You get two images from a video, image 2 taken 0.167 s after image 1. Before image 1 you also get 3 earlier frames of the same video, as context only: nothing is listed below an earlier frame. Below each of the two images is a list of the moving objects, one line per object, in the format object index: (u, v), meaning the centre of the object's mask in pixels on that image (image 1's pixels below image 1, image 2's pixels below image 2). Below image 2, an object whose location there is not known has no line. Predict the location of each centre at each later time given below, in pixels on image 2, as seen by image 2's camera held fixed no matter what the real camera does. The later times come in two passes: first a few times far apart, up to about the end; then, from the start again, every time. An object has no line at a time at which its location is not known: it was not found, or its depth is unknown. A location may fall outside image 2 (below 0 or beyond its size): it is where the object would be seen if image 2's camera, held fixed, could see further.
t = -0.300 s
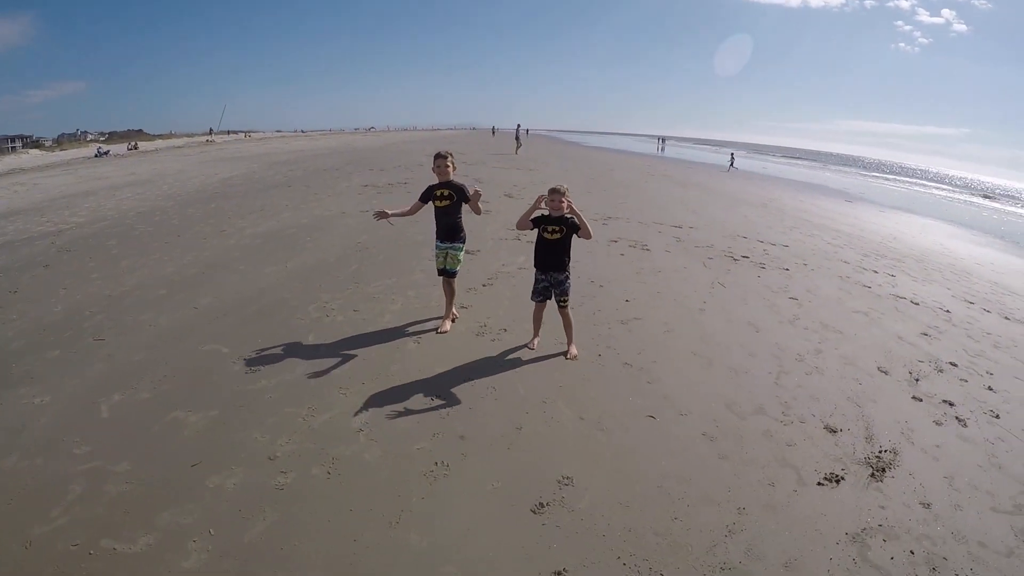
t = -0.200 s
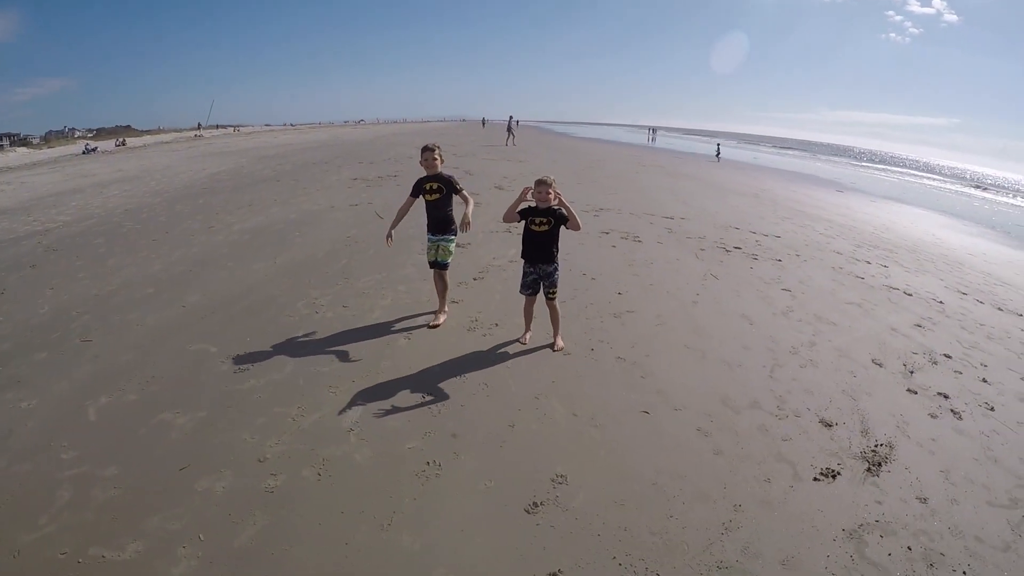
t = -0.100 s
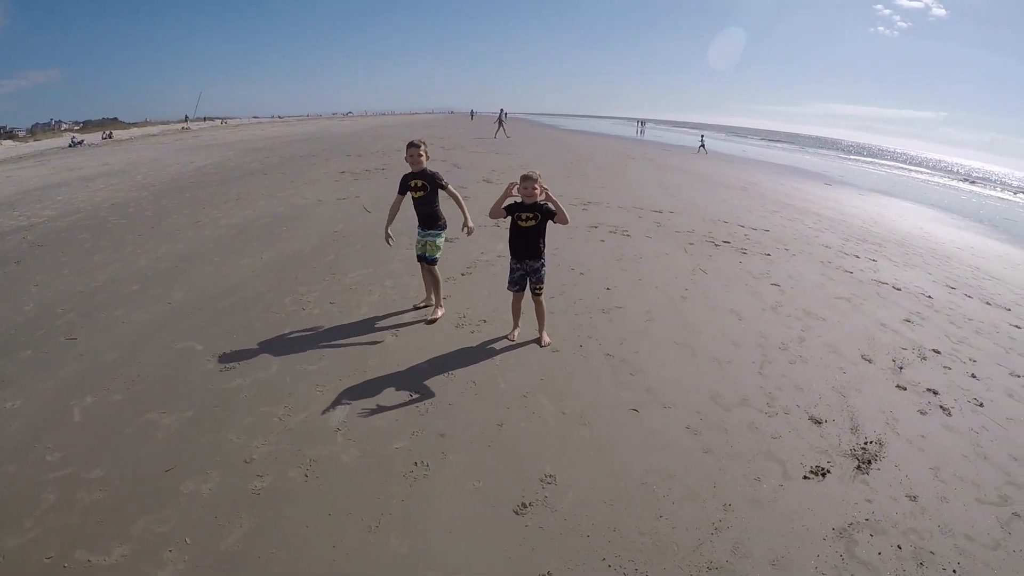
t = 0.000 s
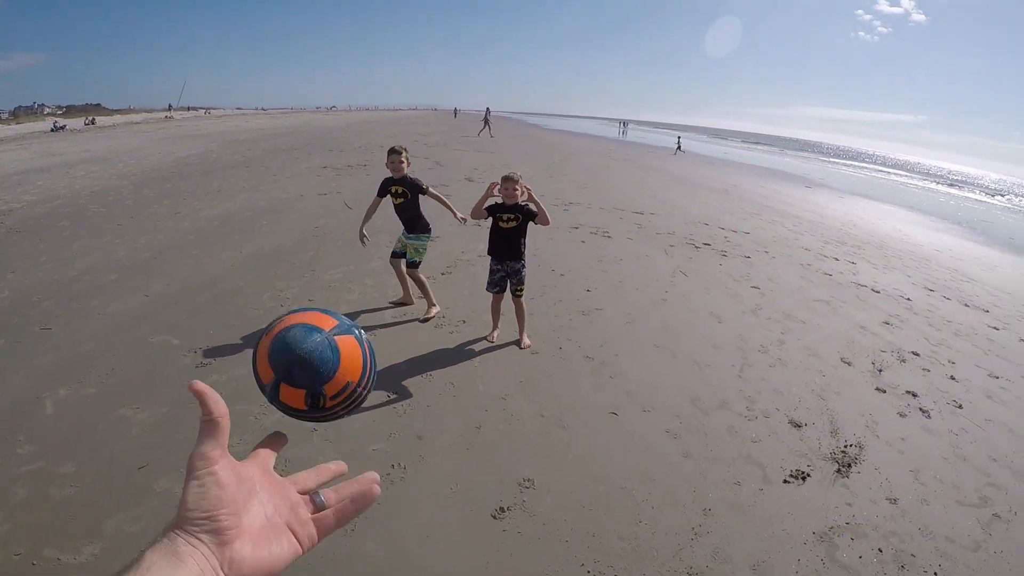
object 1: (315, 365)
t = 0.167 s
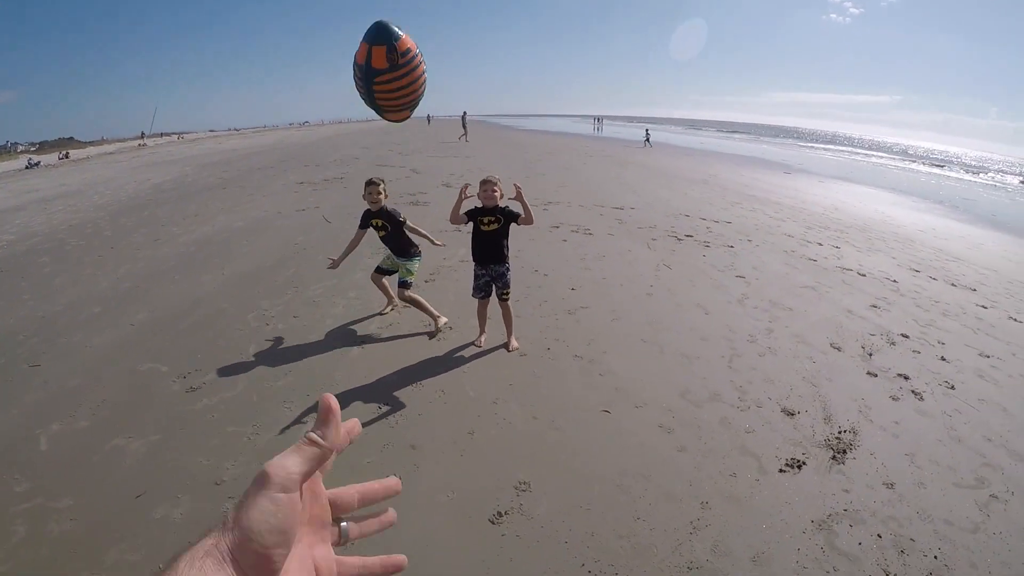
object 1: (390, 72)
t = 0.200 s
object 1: (401, 57)
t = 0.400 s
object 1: (442, 77)
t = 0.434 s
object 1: (447, 91)
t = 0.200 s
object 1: (401, 57)
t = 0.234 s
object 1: (412, 50)
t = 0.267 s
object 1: (421, 49)
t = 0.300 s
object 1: (428, 50)
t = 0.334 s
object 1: (434, 56)
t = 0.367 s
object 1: (438, 65)
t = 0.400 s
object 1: (442, 77)
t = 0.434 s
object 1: (447, 91)
